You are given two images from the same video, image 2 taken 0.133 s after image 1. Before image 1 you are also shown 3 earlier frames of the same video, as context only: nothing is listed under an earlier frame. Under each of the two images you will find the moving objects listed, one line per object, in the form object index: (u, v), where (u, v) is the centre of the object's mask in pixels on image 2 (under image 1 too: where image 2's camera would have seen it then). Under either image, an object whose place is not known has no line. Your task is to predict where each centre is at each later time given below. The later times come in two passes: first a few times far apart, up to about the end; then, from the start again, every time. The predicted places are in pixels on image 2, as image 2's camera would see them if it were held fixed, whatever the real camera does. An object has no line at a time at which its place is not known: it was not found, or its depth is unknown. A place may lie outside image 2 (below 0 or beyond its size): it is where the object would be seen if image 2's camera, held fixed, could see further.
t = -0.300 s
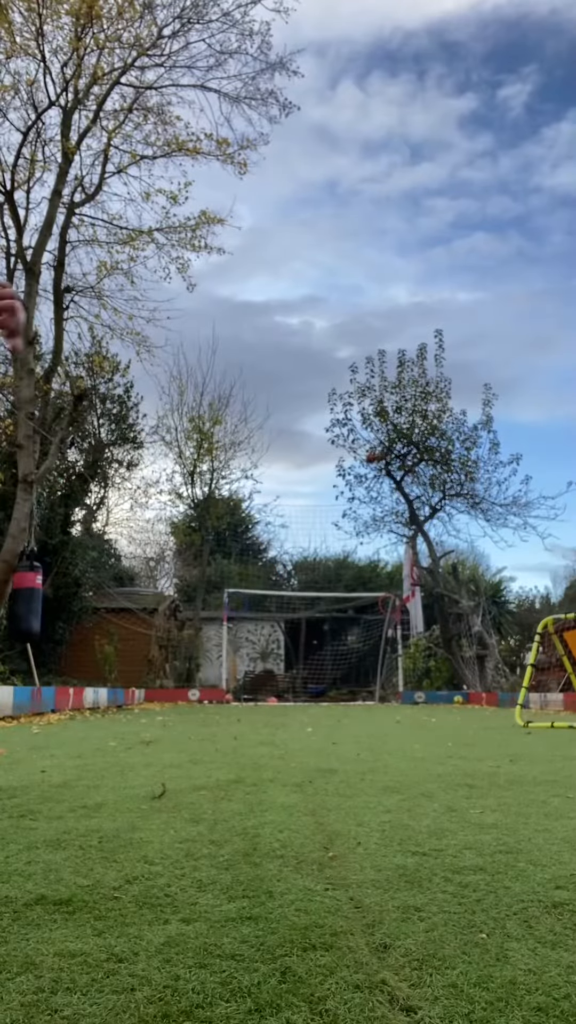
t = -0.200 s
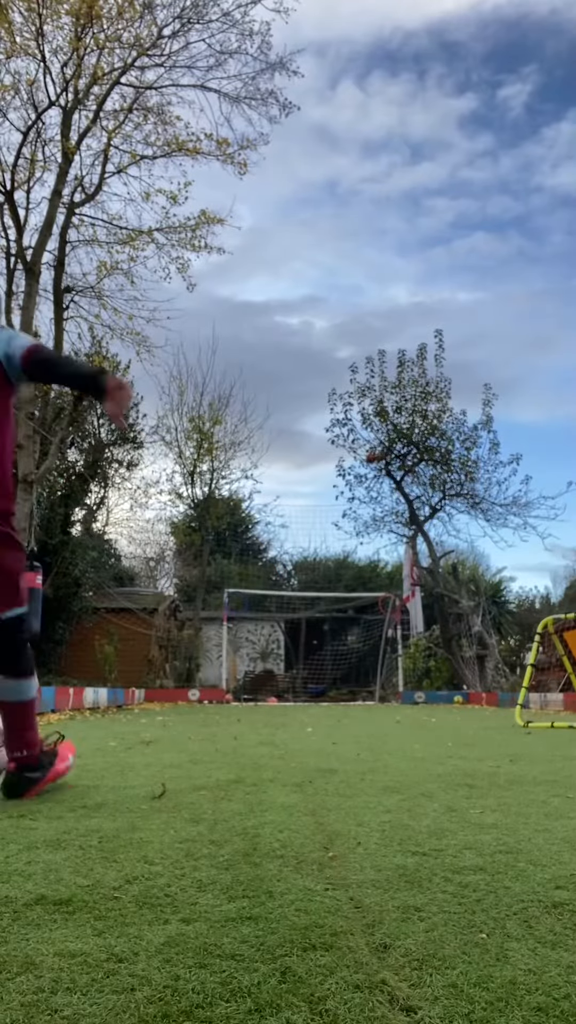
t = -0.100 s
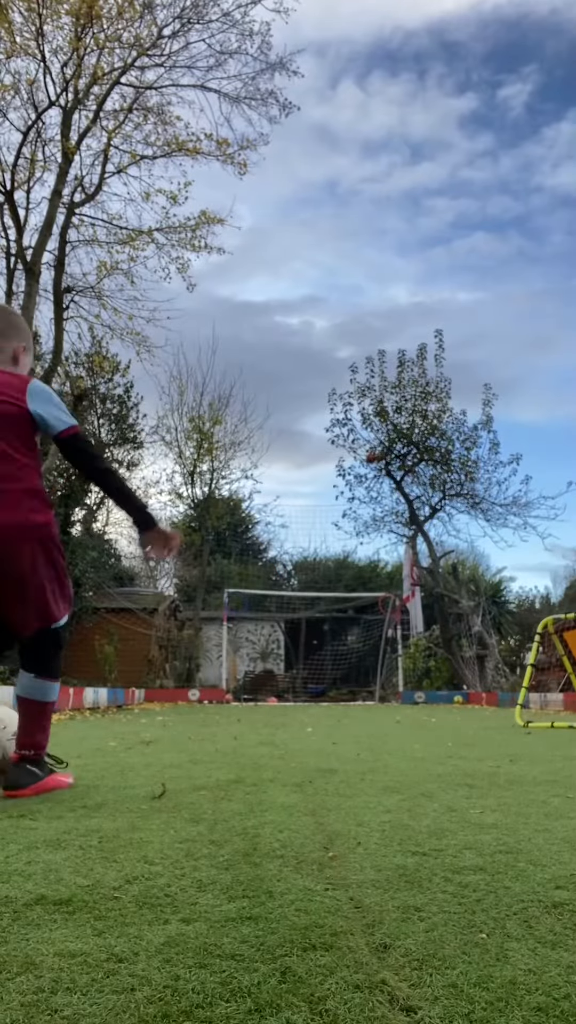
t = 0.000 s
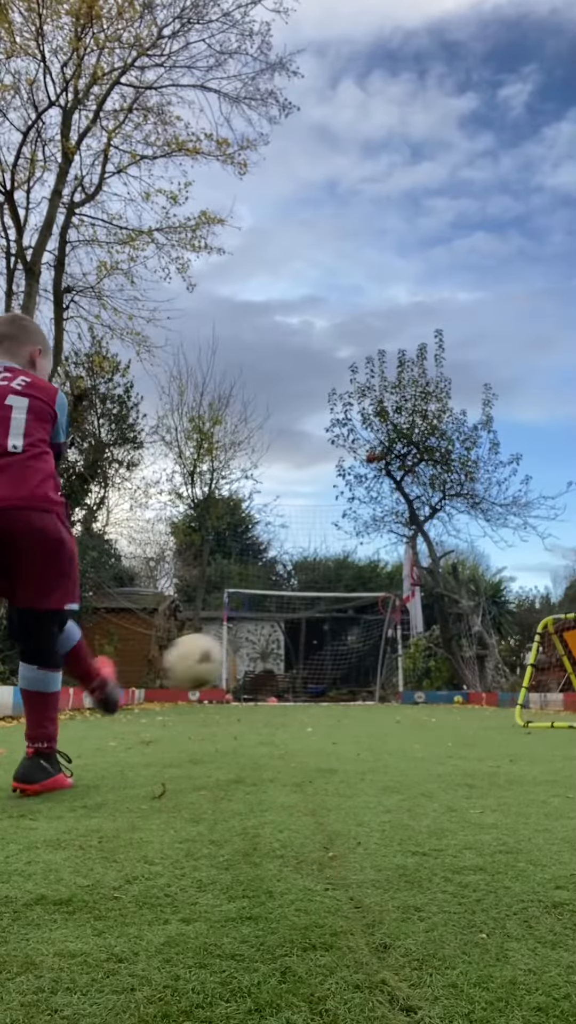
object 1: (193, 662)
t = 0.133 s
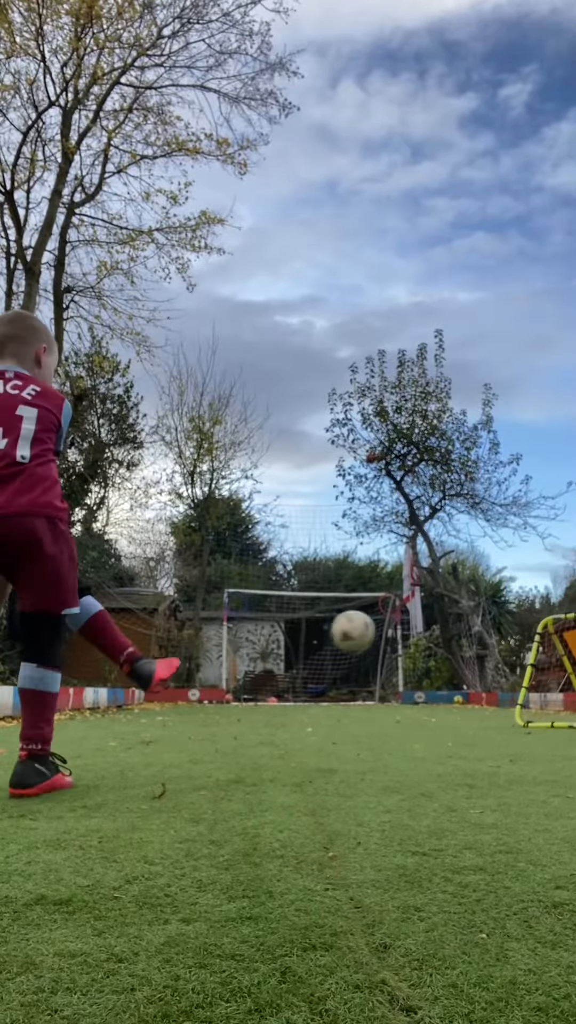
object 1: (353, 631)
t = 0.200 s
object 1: (404, 632)
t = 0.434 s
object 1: (526, 687)
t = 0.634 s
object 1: (510, 651)
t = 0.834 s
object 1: (480, 647)
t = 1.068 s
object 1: (448, 707)
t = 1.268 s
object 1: (440, 673)
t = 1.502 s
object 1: (435, 711)
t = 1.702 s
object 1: (424, 694)
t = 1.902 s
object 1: (414, 704)
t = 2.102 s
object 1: (404, 710)
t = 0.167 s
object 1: (380, 632)
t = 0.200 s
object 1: (404, 632)
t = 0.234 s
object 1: (428, 637)
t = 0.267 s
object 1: (448, 643)
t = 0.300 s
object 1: (466, 650)
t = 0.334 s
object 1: (482, 658)
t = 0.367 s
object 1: (498, 665)
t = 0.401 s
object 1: (512, 676)
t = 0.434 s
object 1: (526, 687)
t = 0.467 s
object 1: (535, 694)
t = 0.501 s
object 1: (531, 682)
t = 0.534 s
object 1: (526, 672)
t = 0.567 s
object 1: (520, 663)
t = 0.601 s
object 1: (514, 656)
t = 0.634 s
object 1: (510, 651)
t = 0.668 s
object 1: (505, 645)
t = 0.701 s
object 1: (500, 643)
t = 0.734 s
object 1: (495, 642)
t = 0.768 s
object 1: (489, 643)
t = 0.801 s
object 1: (484, 644)
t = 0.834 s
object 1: (480, 647)
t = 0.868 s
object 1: (474, 652)
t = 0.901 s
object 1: (470, 659)
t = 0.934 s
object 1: (465, 668)
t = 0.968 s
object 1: (460, 678)
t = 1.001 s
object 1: (455, 692)
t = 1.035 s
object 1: (451, 707)
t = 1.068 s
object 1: (448, 707)
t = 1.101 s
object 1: (446, 697)
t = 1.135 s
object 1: (445, 688)
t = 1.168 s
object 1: (444, 681)
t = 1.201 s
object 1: (443, 676)
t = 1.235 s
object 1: (441, 674)
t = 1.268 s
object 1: (440, 673)
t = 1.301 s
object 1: (439, 674)
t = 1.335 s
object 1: (439, 675)
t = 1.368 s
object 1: (438, 678)
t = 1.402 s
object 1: (437, 685)
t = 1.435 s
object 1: (437, 693)
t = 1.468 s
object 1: (436, 703)
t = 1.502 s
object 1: (435, 711)
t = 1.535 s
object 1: (433, 704)
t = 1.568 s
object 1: (431, 698)
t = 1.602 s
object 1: (429, 694)
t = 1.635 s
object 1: (427, 692)
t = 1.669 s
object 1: (425, 692)
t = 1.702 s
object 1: (424, 694)
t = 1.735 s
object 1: (422, 697)
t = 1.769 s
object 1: (420, 704)
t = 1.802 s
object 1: (419, 711)
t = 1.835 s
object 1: (418, 709)
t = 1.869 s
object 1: (416, 705)
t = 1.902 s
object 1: (414, 704)
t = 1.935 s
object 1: (412, 704)
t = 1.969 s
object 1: (411, 707)
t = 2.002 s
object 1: (410, 711)
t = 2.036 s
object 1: (409, 713)
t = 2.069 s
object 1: (407, 710)
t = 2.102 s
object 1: (404, 710)
